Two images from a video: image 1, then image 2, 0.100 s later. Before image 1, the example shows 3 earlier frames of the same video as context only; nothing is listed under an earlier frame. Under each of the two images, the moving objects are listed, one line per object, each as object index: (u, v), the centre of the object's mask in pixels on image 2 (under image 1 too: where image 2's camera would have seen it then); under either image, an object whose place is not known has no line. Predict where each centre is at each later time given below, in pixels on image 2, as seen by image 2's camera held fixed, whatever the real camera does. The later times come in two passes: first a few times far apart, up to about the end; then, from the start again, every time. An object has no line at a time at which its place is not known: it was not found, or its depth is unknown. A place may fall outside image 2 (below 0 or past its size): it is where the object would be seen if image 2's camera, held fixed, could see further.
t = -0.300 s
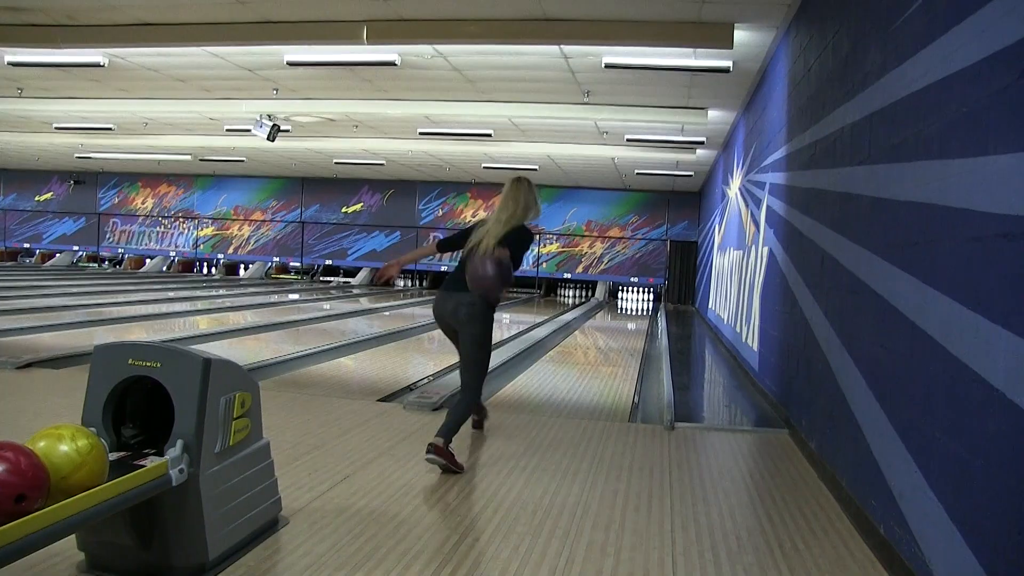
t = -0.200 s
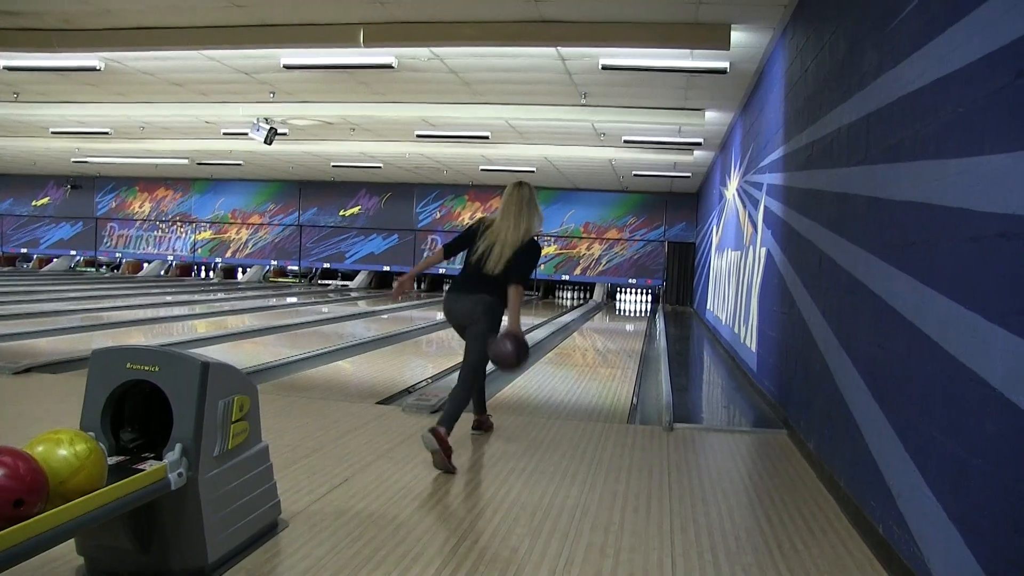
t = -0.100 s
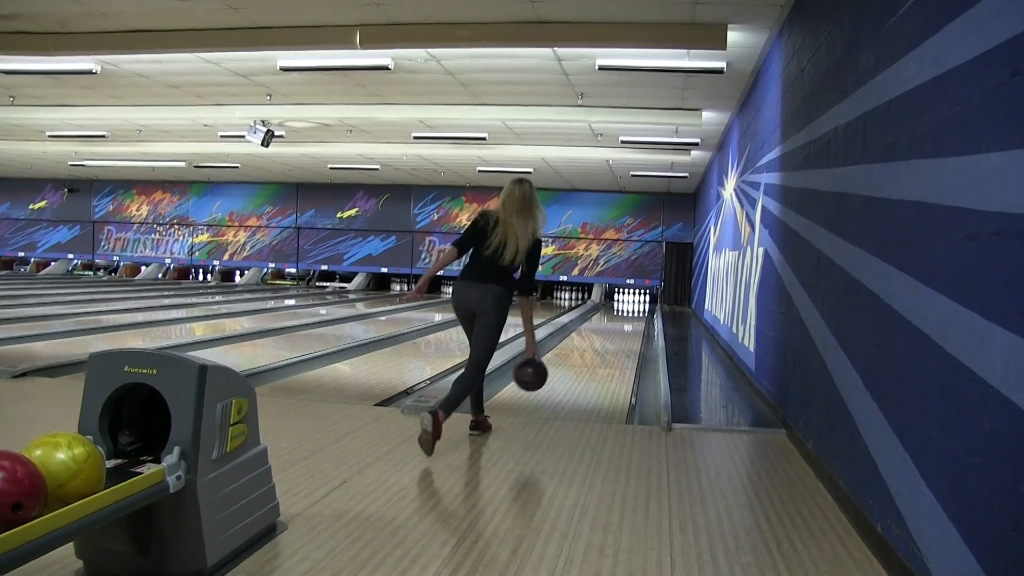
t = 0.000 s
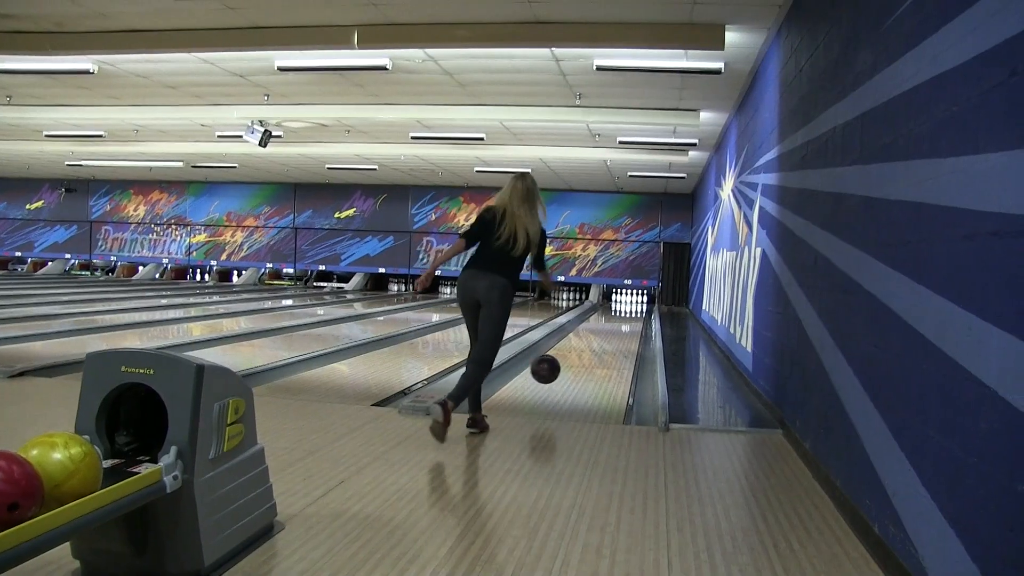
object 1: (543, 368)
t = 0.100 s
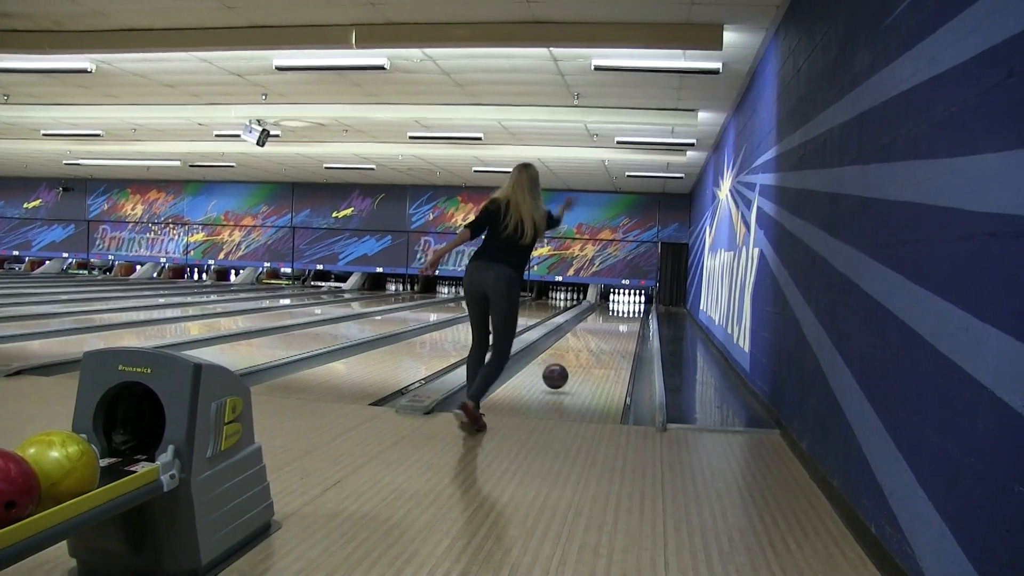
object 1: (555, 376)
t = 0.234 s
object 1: (569, 363)
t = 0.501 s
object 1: (586, 342)
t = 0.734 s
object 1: (596, 329)
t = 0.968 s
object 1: (603, 321)
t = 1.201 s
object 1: (607, 315)
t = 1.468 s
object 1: (613, 309)
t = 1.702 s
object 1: (615, 306)
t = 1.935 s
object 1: (619, 303)
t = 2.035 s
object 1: (619, 301)
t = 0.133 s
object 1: (559, 375)
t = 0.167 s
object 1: (563, 370)
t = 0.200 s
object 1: (565, 367)
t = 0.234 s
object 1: (569, 363)
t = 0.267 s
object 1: (572, 360)
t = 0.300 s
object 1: (574, 357)
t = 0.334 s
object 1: (576, 354)
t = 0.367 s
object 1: (579, 351)
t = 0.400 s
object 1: (581, 348)
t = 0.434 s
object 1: (583, 346)
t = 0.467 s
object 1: (584, 344)
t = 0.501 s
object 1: (586, 342)
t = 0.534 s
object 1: (588, 340)
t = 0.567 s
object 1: (589, 338)
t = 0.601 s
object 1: (591, 336)
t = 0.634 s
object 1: (592, 334)
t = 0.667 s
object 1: (594, 333)
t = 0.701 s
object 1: (595, 331)
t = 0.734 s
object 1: (596, 329)
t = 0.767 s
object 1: (597, 328)
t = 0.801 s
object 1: (599, 327)
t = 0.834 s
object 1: (599, 325)
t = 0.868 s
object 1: (600, 324)
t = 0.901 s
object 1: (601, 323)
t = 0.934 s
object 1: (602, 322)
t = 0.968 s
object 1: (603, 321)
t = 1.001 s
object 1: (604, 320)
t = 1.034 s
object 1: (604, 319)
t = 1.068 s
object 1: (605, 318)
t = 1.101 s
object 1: (605, 317)
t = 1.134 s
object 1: (606, 317)
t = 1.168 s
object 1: (606, 316)
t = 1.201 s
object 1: (607, 315)
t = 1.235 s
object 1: (609, 314)
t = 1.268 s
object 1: (609, 313)
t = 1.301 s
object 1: (611, 312)
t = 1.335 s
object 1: (611, 312)
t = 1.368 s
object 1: (612, 311)
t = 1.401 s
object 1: (613, 310)
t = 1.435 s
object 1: (612, 310)
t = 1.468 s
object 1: (613, 309)
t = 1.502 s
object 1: (612, 308)
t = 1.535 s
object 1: (613, 307)
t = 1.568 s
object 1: (612, 307)
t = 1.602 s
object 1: (614, 307)
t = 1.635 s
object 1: (614, 307)
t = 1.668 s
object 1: (614, 307)
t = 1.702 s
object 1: (615, 306)
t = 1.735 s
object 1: (615, 305)
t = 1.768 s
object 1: (616, 305)
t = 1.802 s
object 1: (617, 305)
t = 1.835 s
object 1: (617, 305)
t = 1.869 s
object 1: (618, 305)
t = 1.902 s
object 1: (619, 304)
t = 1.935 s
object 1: (619, 303)
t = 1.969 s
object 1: (619, 302)
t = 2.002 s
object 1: (619, 302)
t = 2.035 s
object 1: (619, 301)
